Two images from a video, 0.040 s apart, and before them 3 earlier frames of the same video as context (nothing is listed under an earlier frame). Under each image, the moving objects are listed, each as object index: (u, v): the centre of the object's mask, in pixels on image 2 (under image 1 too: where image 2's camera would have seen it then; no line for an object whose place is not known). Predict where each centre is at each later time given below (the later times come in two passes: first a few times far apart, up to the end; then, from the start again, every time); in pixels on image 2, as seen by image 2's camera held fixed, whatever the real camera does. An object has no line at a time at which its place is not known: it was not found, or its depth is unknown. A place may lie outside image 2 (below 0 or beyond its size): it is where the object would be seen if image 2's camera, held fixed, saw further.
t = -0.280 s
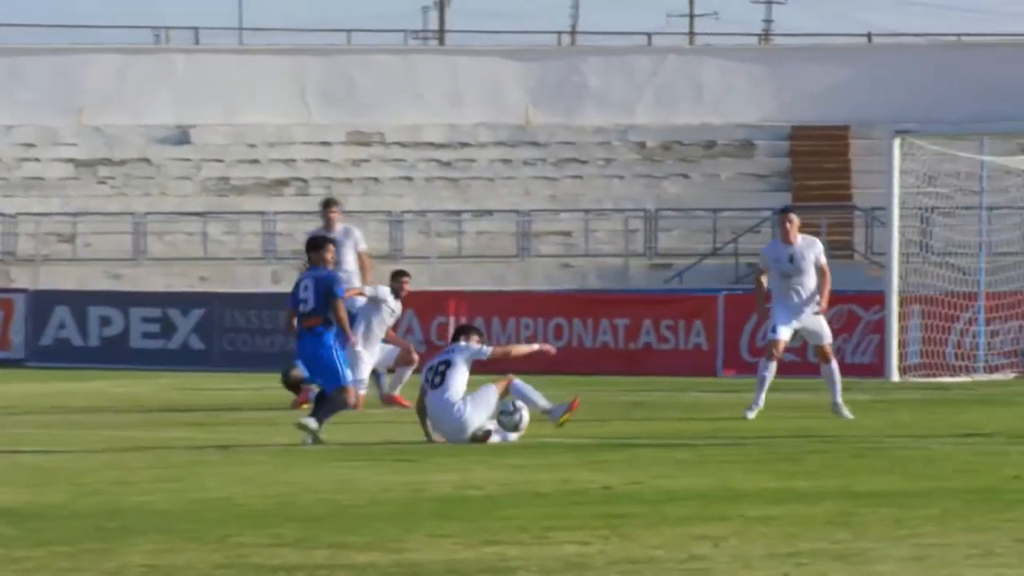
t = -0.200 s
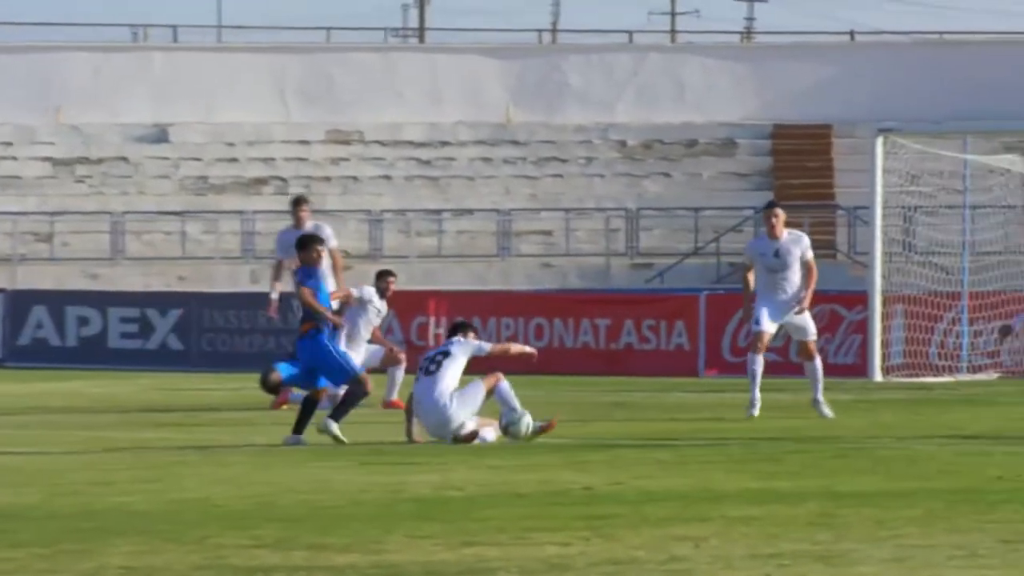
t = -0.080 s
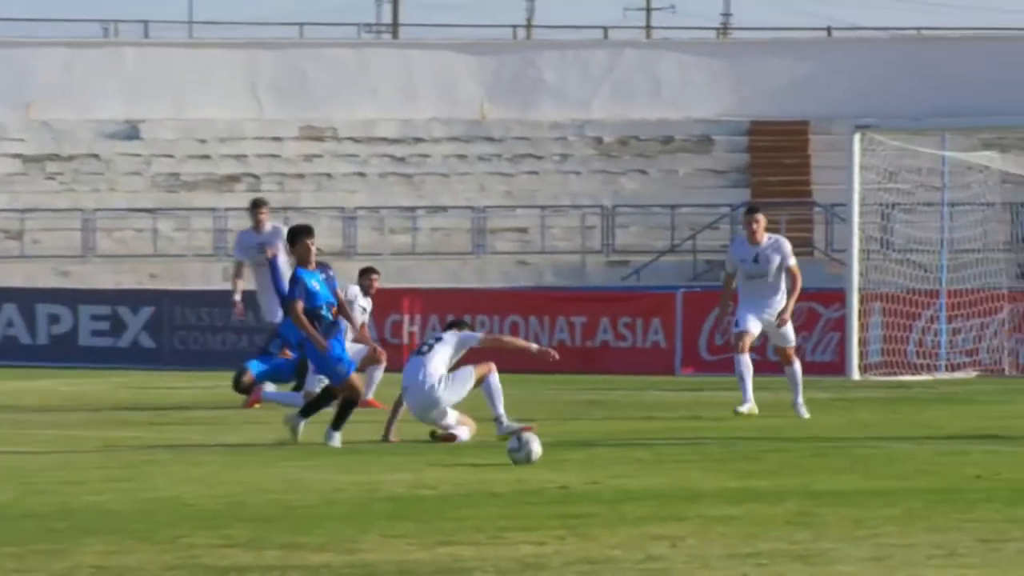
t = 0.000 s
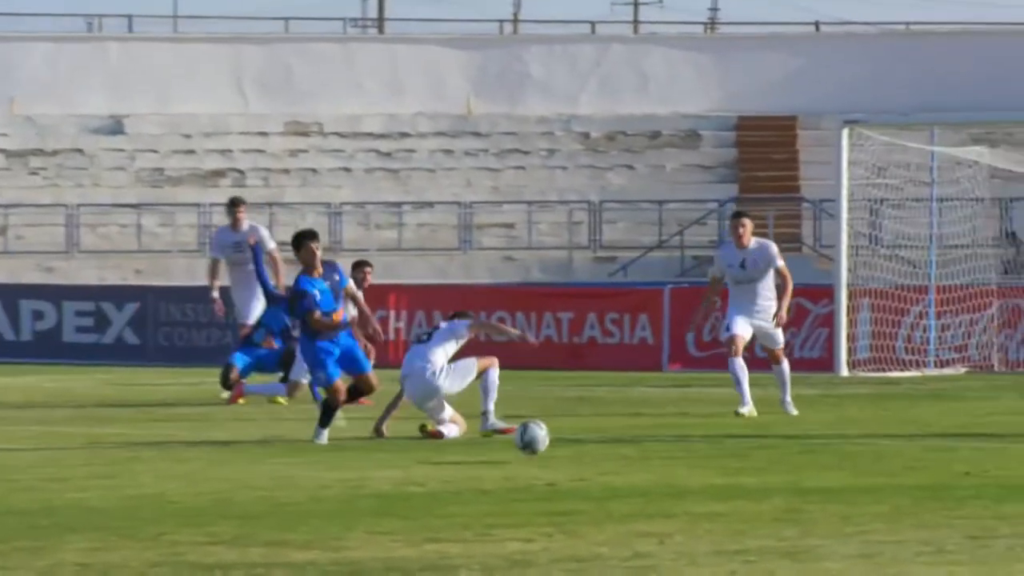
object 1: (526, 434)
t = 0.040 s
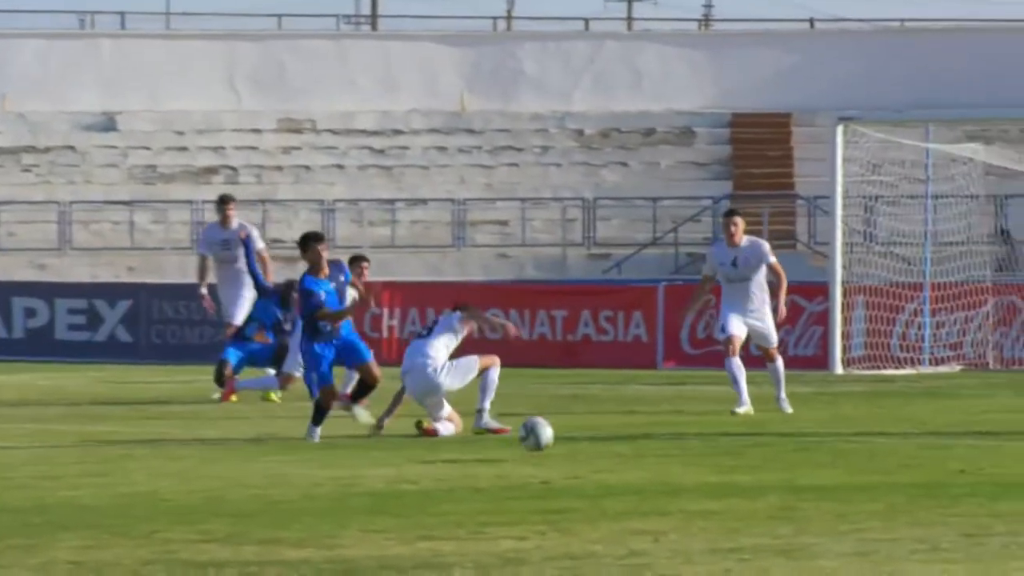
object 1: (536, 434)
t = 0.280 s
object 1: (597, 444)
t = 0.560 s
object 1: (665, 449)
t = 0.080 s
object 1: (546, 434)
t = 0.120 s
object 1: (557, 439)
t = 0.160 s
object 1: (567, 445)
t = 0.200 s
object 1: (577, 444)
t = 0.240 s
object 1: (587, 443)
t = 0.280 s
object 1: (597, 444)
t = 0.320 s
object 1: (607, 447)
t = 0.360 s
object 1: (617, 449)
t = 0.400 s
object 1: (626, 448)
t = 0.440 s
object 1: (636, 448)
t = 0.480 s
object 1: (646, 449)
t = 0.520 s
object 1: (656, 449)
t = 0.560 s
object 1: (665, 449)
